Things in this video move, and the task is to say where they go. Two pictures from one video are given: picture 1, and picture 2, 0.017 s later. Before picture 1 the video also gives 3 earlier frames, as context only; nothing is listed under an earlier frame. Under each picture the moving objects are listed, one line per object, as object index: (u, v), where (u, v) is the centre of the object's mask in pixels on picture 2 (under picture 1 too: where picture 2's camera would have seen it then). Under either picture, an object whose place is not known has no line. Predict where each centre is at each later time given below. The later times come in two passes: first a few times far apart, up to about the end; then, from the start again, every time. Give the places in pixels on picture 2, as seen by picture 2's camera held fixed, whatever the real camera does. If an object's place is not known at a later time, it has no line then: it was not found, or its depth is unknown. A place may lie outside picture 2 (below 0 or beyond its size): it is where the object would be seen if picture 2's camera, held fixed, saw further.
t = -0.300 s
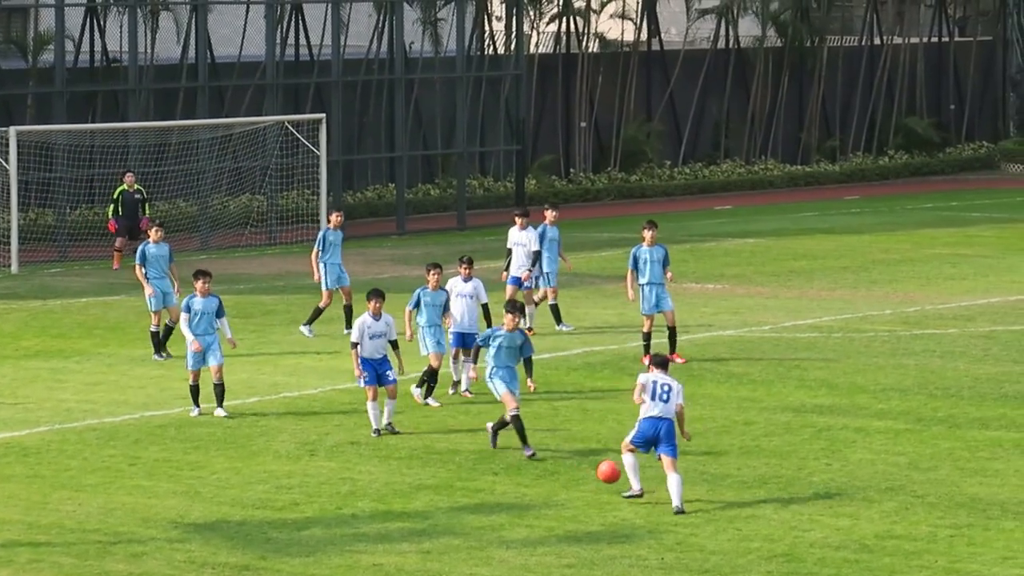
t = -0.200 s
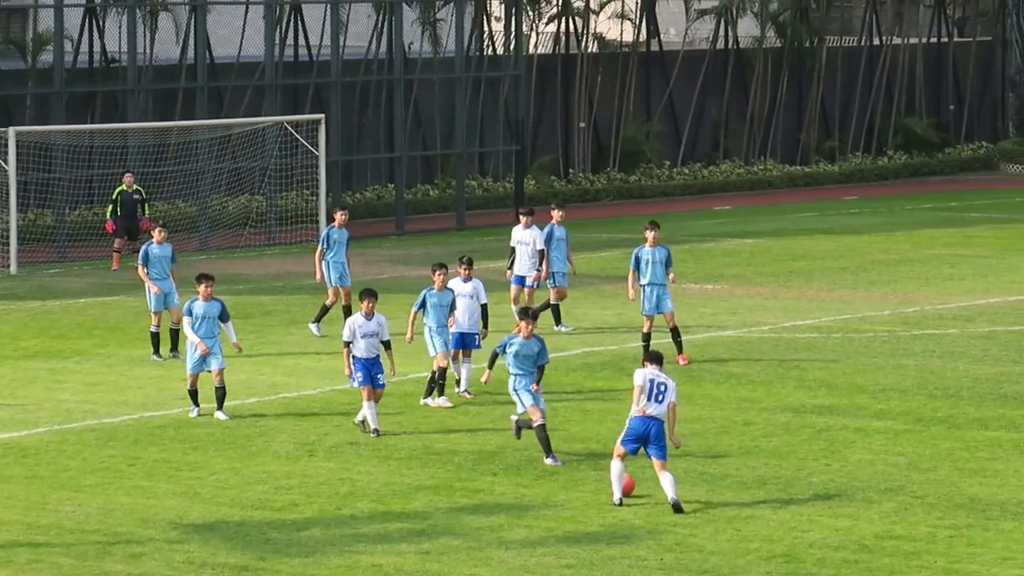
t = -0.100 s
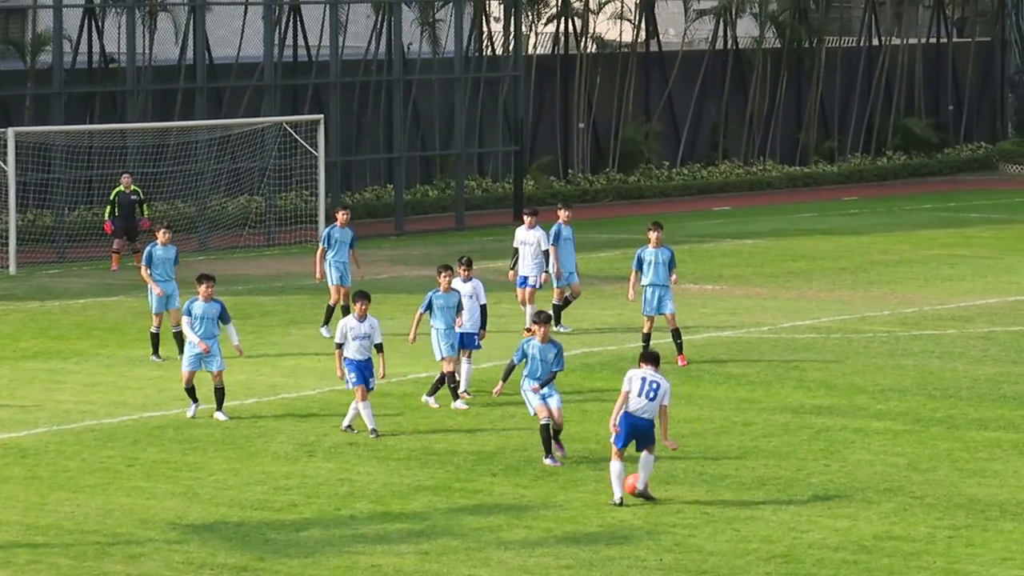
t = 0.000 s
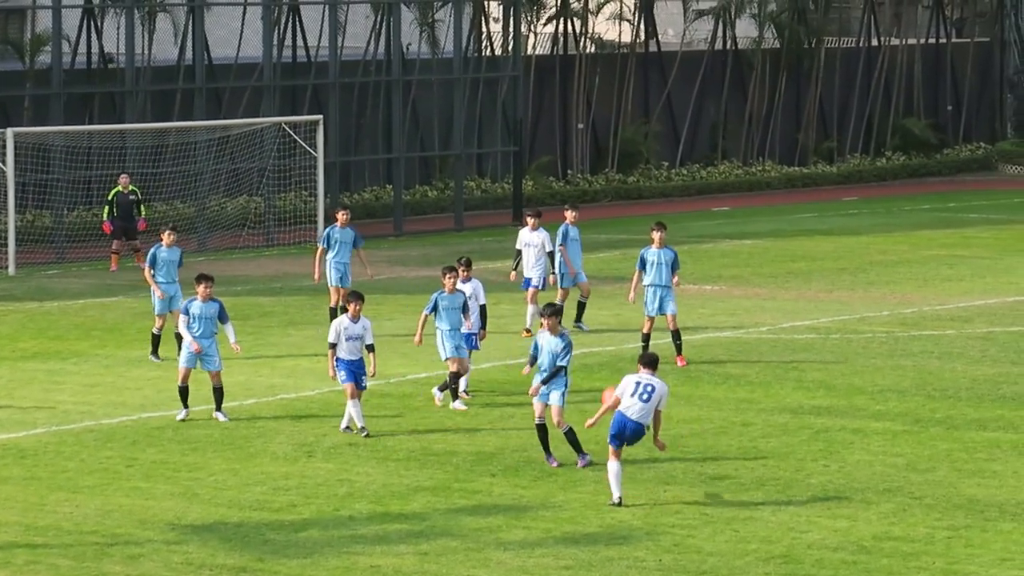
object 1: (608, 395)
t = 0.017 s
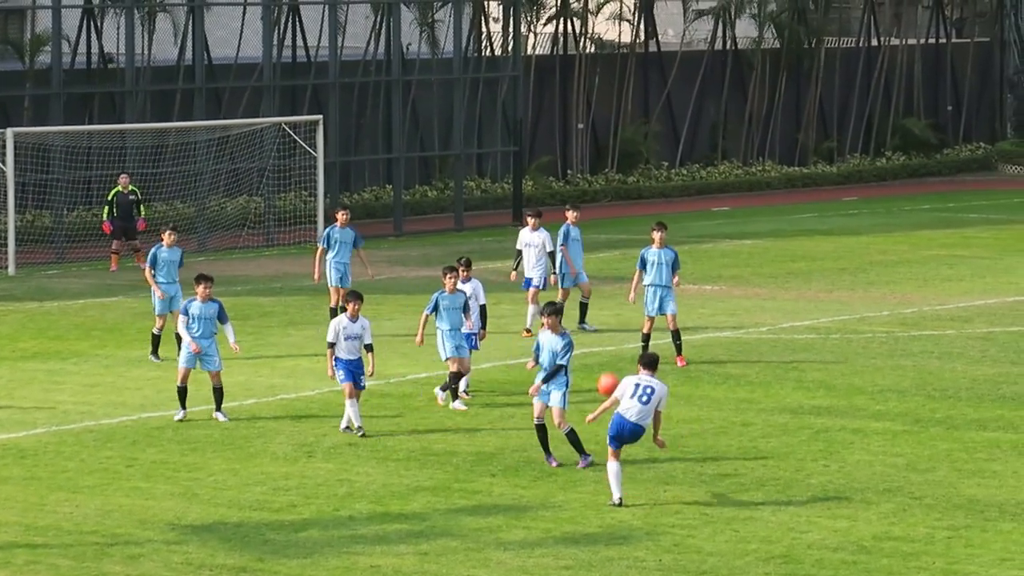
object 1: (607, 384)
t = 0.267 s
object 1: (554, 208)
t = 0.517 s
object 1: (511, 95)
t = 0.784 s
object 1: (473, 32)
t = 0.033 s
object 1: (605, 370)
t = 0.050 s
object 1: (601, 358)
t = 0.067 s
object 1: (597, 343)
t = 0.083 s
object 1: (593, 331)
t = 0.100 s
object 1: (589, 318)
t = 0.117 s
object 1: (584, 305)
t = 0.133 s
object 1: (581, 293)
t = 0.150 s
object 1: (577, 282)
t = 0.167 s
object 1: (573, 271)
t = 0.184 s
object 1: (570, 259)
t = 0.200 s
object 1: (567, 249)
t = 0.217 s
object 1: (564, 238)
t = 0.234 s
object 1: (561, 228)
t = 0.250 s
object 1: (558, 218)
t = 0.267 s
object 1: (554, 208)
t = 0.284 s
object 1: (550, 200)
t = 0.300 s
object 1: (548, 192)
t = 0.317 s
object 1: (544, 182)
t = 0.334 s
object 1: (541, 174)
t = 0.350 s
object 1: (538, 166)
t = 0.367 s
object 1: (535, 157)
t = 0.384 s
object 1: (532, 150)
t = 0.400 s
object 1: (530, 141)
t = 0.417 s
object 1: (527, 134)
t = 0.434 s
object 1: (524, 128)
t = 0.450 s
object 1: (521, 120)
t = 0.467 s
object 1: (519, 114)
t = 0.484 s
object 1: (516, 108)
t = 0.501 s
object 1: (513, 102)
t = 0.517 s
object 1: (511, 95)
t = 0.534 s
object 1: (508, 90)
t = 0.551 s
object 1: (505, 85)
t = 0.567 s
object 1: (503, 80)
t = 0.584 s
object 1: (500, 74)
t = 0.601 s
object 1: (498, 70)
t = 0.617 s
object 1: (496, 66)
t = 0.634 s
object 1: (493, 60)
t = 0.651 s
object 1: (491, 58)
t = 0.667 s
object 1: (489, 54)
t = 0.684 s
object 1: (487, 49)
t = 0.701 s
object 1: (484, 47)
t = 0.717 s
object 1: (482, 43)
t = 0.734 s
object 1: (480, 42)
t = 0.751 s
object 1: (477, 38)
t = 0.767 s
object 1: (475, 34)
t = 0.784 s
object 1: (473, 32)
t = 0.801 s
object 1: (471, 30)
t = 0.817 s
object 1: (469, 28)
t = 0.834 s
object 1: (467, 27)
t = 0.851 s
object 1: (465, 25)
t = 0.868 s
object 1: (462, 23)
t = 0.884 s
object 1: (460, 21)
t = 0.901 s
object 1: (458, 20)
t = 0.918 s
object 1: (456, 19)
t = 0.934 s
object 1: (454, 19)
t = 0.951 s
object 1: (452, 18)
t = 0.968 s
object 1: (450, 17)
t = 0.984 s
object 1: (447, 17)
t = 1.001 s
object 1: (445, 18)
